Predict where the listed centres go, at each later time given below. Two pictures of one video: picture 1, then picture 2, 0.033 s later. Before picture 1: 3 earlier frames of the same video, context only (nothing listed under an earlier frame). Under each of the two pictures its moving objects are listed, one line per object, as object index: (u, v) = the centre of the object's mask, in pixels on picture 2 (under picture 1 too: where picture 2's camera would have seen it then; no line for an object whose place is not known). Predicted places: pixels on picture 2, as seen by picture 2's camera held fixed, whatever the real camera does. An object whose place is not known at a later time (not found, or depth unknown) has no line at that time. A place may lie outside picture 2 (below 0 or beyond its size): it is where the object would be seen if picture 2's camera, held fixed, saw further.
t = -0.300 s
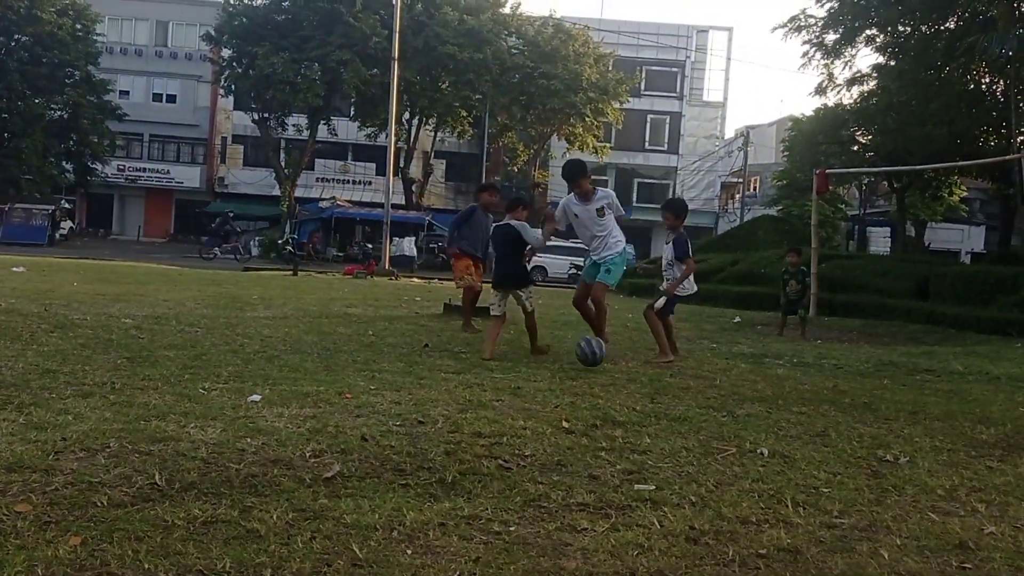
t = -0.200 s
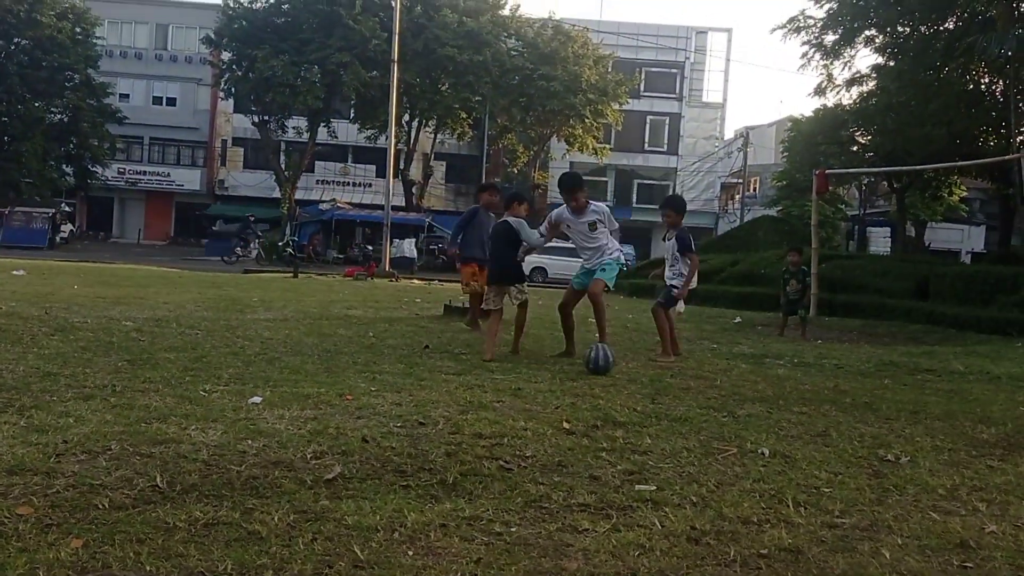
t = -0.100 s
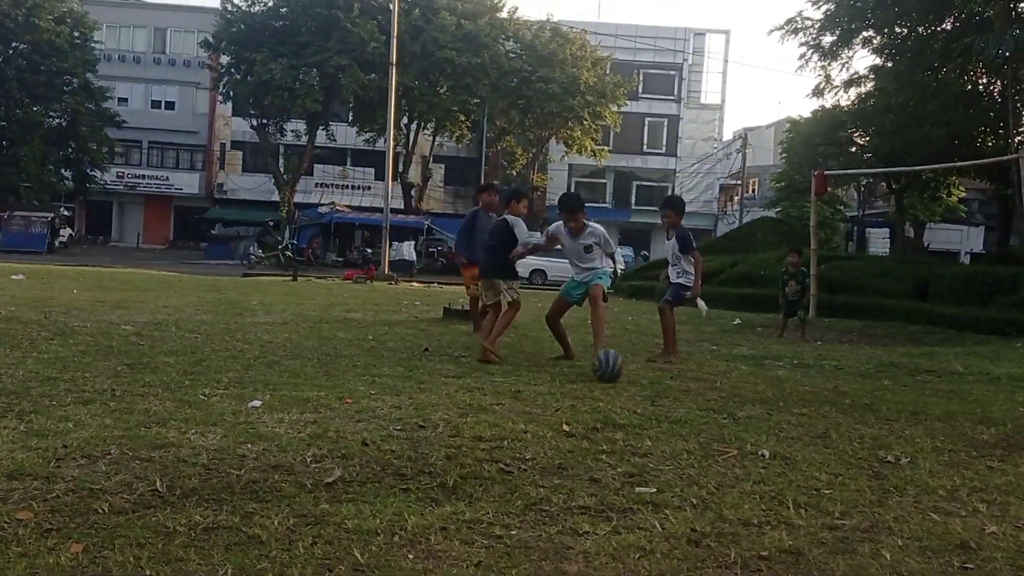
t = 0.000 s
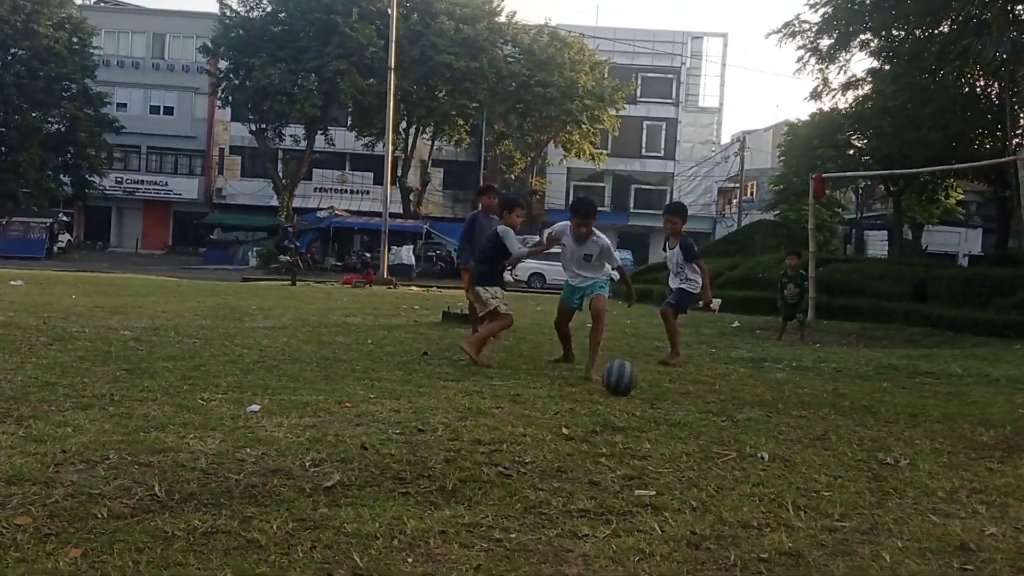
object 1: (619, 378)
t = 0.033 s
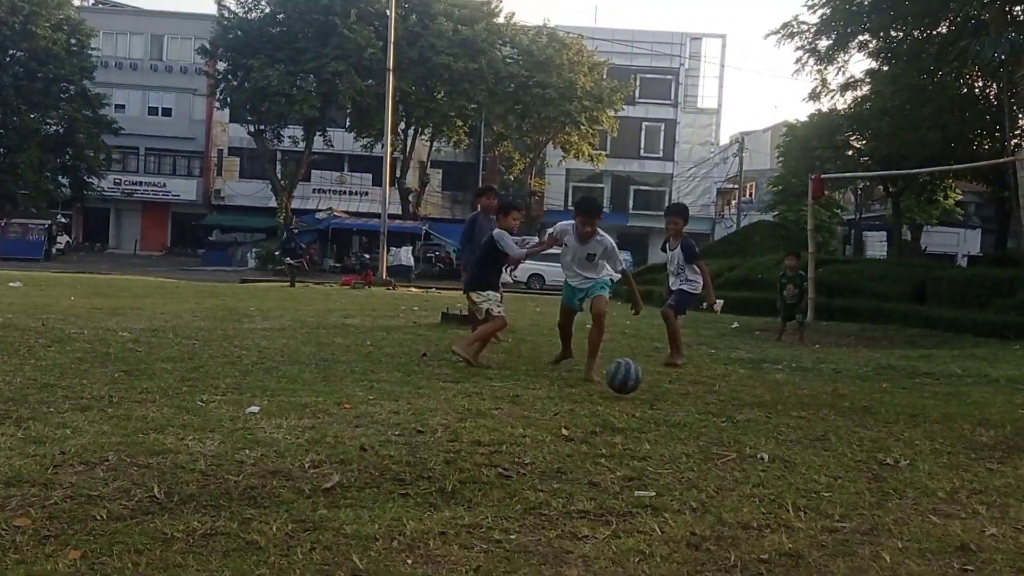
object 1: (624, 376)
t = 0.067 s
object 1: (628, 375)
